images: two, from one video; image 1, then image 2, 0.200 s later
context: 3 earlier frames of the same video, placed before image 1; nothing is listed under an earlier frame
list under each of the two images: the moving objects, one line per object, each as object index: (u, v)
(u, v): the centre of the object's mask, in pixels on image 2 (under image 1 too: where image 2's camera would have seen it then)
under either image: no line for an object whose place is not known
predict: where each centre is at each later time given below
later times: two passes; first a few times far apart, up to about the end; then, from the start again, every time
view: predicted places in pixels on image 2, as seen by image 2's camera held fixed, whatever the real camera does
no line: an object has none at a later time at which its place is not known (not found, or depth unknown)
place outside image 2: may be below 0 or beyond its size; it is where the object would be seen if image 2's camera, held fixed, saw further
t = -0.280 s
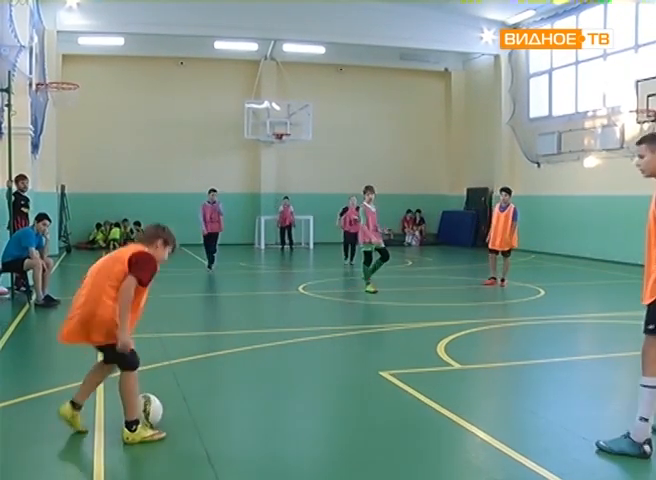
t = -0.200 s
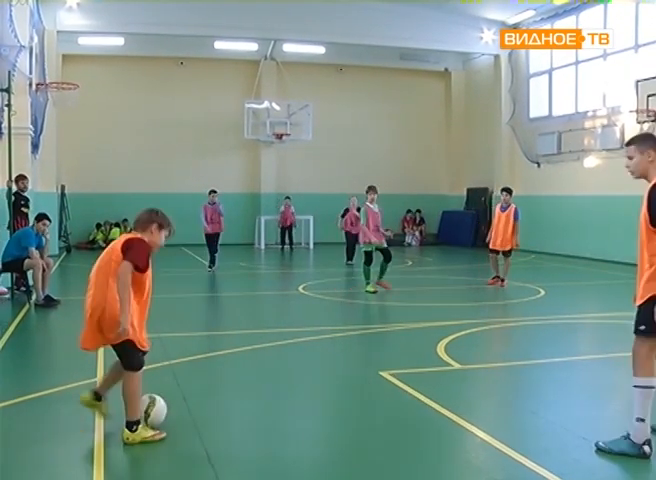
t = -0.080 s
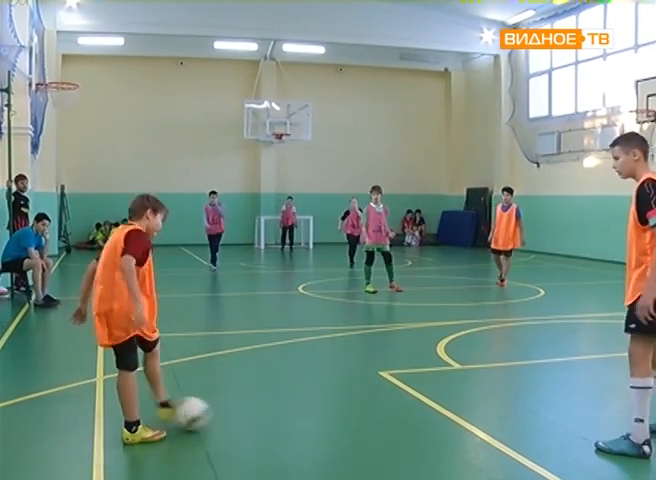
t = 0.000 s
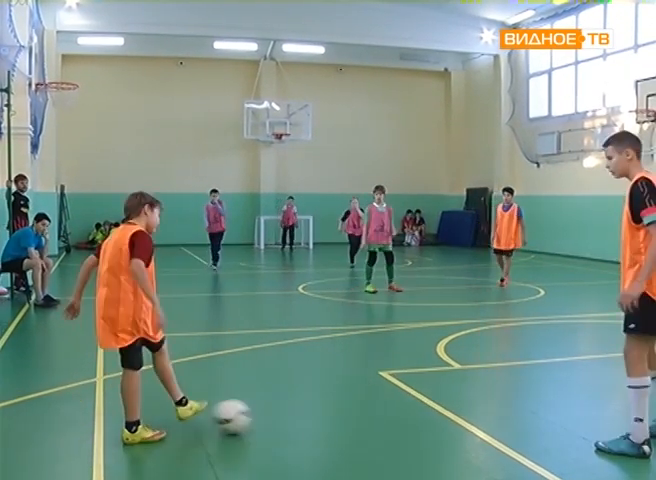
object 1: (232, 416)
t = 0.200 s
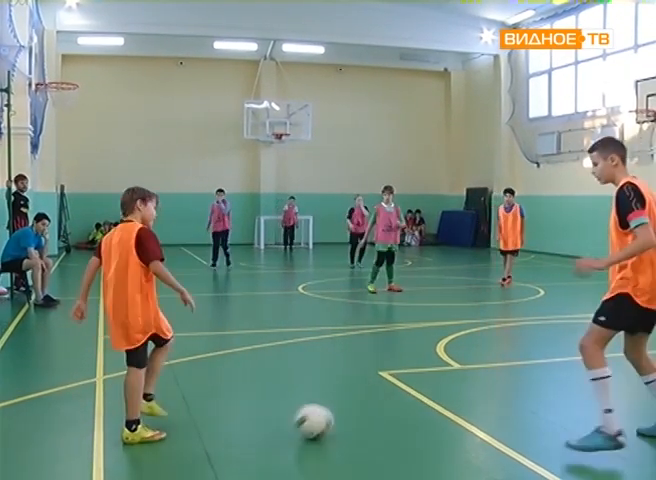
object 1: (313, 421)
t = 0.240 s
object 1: (329, 422)
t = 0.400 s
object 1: (388, 425)
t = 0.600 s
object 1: (463, 428)
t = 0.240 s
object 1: (329, 422)
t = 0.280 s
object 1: (344, 422)
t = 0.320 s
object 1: (359, 422)
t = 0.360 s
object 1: (373, 424)
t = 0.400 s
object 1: (388, 425)
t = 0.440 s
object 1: (402, 425)
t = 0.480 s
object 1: (418, 426)
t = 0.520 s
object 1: (433, 426)
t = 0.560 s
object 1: (448, 427)
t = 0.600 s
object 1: (463, 428)
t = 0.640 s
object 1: (477, 428)
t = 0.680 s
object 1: (492, 429)
